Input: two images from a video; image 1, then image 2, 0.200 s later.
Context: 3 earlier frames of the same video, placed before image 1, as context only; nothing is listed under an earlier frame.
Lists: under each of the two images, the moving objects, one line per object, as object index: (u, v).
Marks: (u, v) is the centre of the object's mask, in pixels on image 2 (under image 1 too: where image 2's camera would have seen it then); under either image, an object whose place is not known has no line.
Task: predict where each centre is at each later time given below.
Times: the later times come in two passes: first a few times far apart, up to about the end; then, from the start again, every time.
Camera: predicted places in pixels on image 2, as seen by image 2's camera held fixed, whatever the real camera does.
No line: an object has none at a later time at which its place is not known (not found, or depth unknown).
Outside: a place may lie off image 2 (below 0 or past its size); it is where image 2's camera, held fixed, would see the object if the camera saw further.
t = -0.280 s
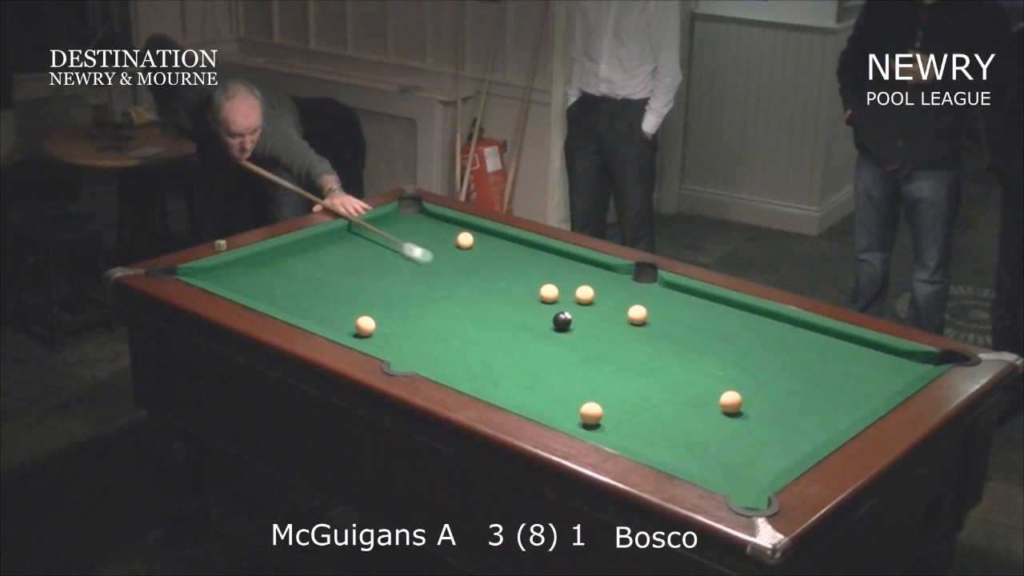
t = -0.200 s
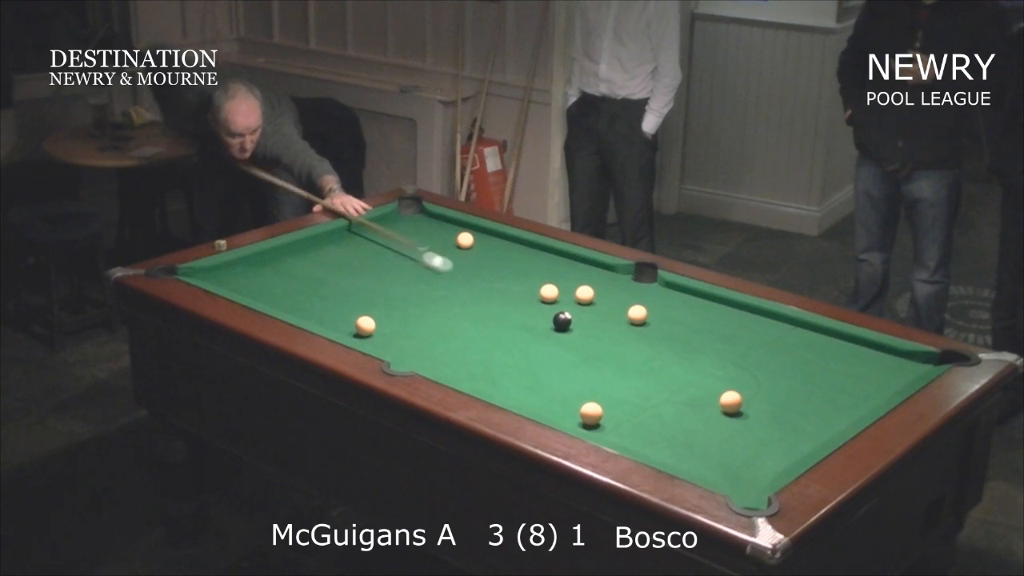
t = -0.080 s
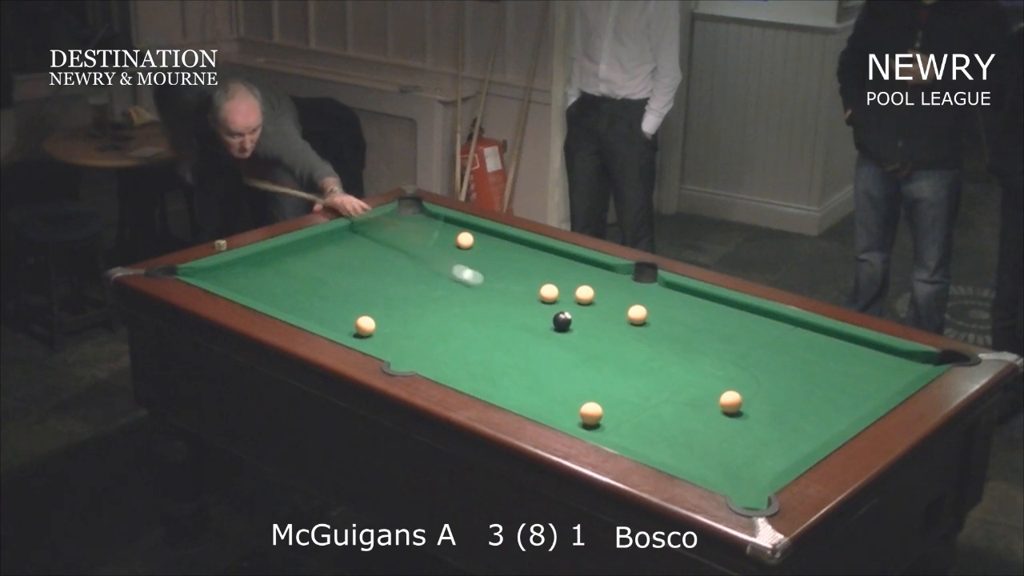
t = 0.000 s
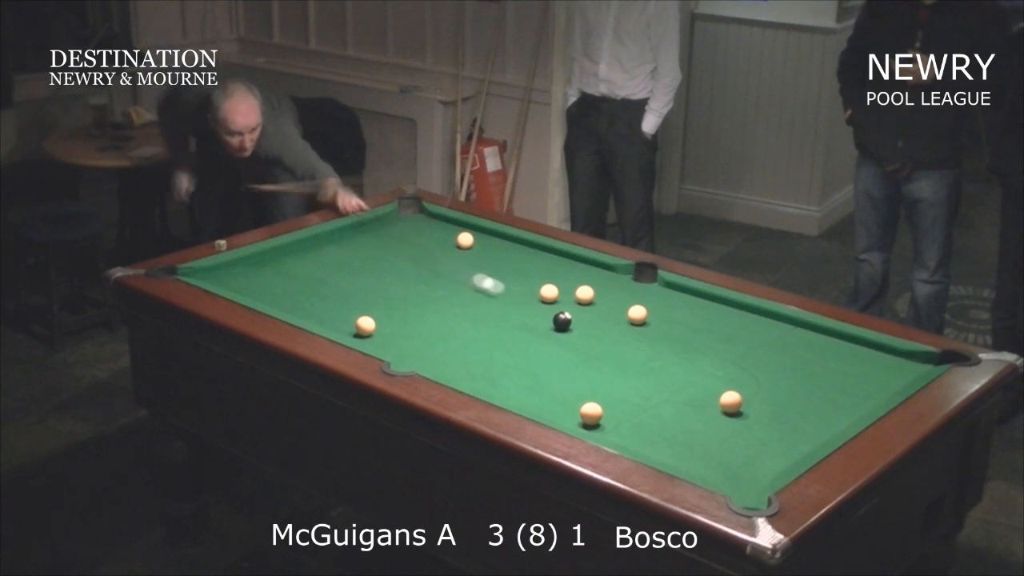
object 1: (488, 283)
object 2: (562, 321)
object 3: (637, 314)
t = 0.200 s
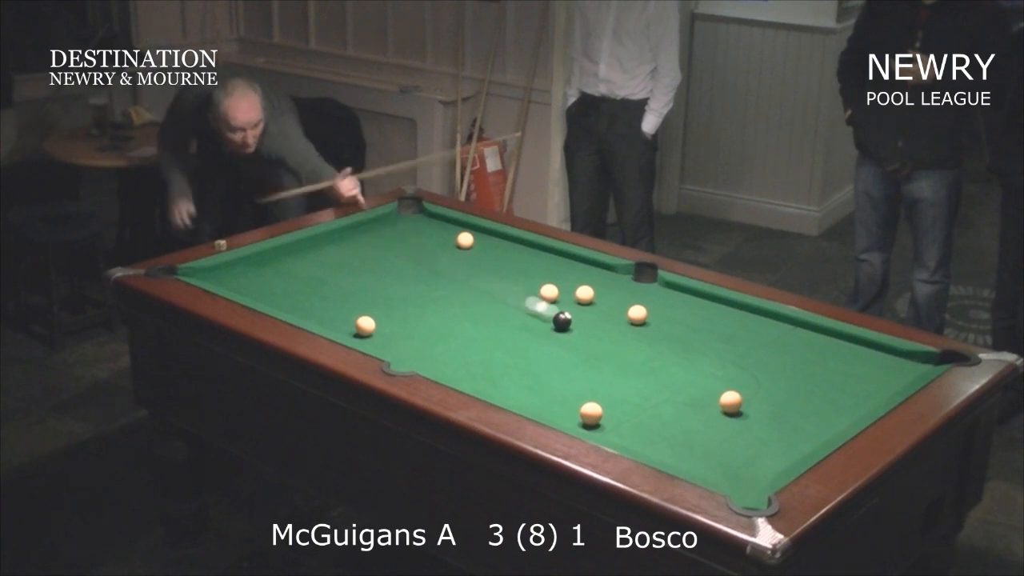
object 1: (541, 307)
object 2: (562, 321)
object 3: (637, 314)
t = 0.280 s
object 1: (555, 312)
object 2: (566, 327)
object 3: (637, 314)
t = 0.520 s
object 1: (589, 314)
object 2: (590, 346)
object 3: (637, 314)
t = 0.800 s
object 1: (620, 317)
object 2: (617, 369)
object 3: (639, 314)
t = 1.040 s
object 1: (625, 319)
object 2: (641, 389)
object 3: (651, 313)
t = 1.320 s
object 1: (628, 321)
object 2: (667, 413)
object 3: (661, 313)
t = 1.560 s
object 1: (629, 322)
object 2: (690, 434)
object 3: (667, 312)
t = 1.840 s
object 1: (629, 322)
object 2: (716, 457)
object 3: (670, 312)
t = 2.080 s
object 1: (629, 322)
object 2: (737, 476)
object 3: (670, 311)
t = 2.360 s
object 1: (629, 322)
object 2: (749, 495)
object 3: (670, 312)
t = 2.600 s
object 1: (629, 322)
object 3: (670, 311)
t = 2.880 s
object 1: (629, 322)
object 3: (670, 312)
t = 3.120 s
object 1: (629, 322)
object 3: (670, 311)
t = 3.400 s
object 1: (629, 322)
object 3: (670, 311)
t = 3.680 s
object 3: (670, 312)
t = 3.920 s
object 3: (670, 311)
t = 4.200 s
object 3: (670, 311)
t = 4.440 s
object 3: (670, 311)
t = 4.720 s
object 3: (670, 311)
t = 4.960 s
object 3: (670, 312)
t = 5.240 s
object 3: (670, 311)
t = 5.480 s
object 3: (670, 311)
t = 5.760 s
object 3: (670, 311)
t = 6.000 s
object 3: (670, 311)
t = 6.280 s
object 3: (670, 311)
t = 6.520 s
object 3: (670, 311)
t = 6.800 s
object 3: (670, 311)
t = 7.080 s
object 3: (670, 311)
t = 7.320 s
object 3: (670, 311)
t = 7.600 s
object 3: (670, 311)
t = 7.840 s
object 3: (670, 311)
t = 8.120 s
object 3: (670, 311)
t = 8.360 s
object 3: (670, 311)
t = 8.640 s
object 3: (670, 311)
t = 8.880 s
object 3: (670, 311)
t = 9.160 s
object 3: (670, 311)
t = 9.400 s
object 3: (670, 311)
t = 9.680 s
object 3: (670, 311)
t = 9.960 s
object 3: (670, 311)
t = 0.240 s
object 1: (552, 311)
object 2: (562, 321)
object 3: (637, 314)
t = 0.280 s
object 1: (555, 312)
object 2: (566, 327)
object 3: (637, 314)
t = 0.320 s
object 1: (562, 313)
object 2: (570, 328)
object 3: (637, 314)
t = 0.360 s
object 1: (568, 313)
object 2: (574, 332)
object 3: (637, 314)
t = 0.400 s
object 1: (572, 313)
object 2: (578, 335)
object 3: (637, 314)
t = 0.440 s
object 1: (578, 314)
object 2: (582, 338)
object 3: (637, 314)
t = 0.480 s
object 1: (584, 314)
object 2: (586, 342)
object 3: (637, 314)
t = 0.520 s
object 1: (589, 314)
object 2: (590, 346)
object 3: (637, 314)
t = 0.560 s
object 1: (594, 315)
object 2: (595, 349)
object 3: (637, 314)
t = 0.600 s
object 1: (599, 315)
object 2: (598, 352)
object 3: (637, 314)
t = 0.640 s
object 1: (604, 315)
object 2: (602, 355)
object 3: (637, 314)
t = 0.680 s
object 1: (609, 316)
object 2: (606, 358)
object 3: (637, 314)
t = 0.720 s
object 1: (614, 316)
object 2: (610, 361)
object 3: (637, 314)
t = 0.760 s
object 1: (617, 316)
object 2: (613, 365)
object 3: (637, 314)
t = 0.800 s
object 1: (620, 317)
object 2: (617, 369)
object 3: (639, 314)
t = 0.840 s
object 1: (621, 317)
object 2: (622, 372)
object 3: (641, 314)
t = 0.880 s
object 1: (622, 318)
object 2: (624, 375)
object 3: (643, 314)
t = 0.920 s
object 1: (622, 318)
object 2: (629, 379)
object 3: (646, 314)
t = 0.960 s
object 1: (623, 319)
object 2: (633, 383)
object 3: (647, 314)
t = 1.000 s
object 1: (624, 319)
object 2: (637, 385)
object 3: (649, 313)
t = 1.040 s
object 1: (625, 319)
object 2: (641, 389)
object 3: (651, 313)
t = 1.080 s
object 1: (625, 320)
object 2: (645, 393)
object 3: (653, 313)
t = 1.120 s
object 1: (626, 320)
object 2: (649, 397)
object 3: (654, 313)
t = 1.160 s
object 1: (626, 320)
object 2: (652, 400)
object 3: (656, 313)
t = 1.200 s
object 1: (627, 321)
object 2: (656, 403)
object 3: (657, 313)
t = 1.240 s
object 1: (627, 321)
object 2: (660, 406)
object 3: (659, 313)
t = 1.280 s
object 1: (628, 321)
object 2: (664, 410)
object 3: (660, 313)
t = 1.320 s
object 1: (628, 321)
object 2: (667, 413)
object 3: (661, 313)
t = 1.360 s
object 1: (628, 321)
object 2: (671, 416)
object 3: (662, 312)
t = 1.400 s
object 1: (628, 322)
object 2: (675, 420)
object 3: (663, 312)
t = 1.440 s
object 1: (629, 322)
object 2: (679, 424)
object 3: (664, 312)
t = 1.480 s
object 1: (629, 322)
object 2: (683, 427)
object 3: (665, 312)
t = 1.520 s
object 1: (629, 322)
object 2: (687, 430)
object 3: (666, 312)
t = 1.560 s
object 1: (629, 322)
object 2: (690, 434)
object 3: (667, 312)
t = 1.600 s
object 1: (629, 322)
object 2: (693, 437)
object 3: (667, 312)
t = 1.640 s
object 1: (629, 322)
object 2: (698, 440)
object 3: (668, 312)
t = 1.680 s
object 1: (629, 322)
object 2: (701, 442)
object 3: (668, 312)
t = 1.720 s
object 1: (629, 322)
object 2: (705, 447)
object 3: (669, 312)
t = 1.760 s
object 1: (629, 322)
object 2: (709, 450)
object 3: (669, 312)
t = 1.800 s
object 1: (629, 322)
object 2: (713, 454)
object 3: (670, 312)
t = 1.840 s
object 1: (629, 322)
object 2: (716, 457)
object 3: (670, 312)
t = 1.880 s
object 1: (629, 322)
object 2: (719, 460)
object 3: (670, 312)
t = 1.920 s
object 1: (629, 322)
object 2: (723, 463)
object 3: (670, 311)
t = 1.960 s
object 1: (629, 322)
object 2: (727, 467)
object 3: (670, 311)
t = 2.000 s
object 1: (629, 322)
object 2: (730, 470)
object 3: (670, 311)
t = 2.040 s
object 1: (629, 322)
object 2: (733, 472)
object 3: (670, 311)
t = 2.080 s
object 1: (629, 322)
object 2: (737, 476)
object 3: (670, 311)
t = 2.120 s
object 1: (629, 322)
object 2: (740, 478)
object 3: (670, 311)
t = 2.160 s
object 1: (629, 322)
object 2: (744, 482)
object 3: (670, 312)
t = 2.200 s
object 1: (629, 322)
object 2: (748, 485)
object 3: (670, 312)
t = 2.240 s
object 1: (629, 322)
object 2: (752, 490)
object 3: (670, 311)
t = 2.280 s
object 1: (629, 322)
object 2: (753, 492)
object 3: (670, 311)
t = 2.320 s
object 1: (629, 322)
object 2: (751, 493)
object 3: (670, 311)
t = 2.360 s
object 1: (629, 322)
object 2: (749, 495)
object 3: (670, 312)
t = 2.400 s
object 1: (629, 322)
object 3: (670, 312)
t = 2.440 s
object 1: (629, 322)
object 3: (670, 312)
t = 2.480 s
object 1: (629, 322)
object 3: (670, 311)
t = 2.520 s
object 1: (629, 322)
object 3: (670, 311)
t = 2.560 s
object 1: (629, 322)
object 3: (670, 311)
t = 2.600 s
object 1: (629, 322)
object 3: (670, 311)
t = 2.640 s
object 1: (629, 322)
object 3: (670, 311)
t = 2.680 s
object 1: (629, 322)
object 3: (670, 311)
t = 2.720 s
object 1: (629, 322)
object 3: (670, 311)
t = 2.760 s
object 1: (629, 322)
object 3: (670, 311)
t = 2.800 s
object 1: (629, 322)
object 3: (670, 311)
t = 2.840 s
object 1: (629, 322)
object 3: (670, 311)
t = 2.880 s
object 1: (629, 322)
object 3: (670, 312)
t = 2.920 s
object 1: (629, 322)
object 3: (670, 311)
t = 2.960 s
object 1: (629, 322)
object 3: (670, 311)
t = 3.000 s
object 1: (629, 322)
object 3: (670, 311)
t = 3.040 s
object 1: (629, 322)
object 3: (670, 311)
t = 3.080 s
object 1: (629, 322)
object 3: (670, 311)
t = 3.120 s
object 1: (629, 322)
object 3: (670, 311)
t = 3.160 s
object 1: (629, 322)
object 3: (670, 311)
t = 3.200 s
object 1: (629, 322)
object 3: (670, 311)
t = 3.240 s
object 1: (629, 322)
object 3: (670, 311)
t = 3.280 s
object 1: (629, 322)
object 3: (670, 311)
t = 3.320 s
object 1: (629, 322)
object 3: (670, 311)
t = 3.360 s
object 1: (629, 322)
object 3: (670, 311)
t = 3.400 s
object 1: (629, 322)
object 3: (670, 311)
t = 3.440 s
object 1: (629, 322)
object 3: (670, 311)
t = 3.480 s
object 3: (670, 311)
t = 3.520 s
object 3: (670, 311)
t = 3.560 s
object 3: (670, 311)
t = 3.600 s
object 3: (670, 312)
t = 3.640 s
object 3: (670, 311)
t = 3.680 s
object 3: (670, 312)
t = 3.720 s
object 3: (670, 311)
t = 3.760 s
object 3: (670, 311)
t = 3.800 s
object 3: (670, 311)
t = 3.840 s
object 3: (670, 311)
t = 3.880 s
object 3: (670, 311)
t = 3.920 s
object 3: (670, 311)
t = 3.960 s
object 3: (670, 311)
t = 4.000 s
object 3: (670, 311)
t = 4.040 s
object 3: (670, 311)
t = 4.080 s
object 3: (670, 311)
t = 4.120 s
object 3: (670, 311)
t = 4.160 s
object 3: (670, 312)
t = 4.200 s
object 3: (670, 311)
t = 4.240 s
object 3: (670, 311)
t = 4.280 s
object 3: (670, 311)
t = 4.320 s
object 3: (670, 311)
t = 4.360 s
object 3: (670, 311)
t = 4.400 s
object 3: (670, 311)
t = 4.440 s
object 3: (670, 311)
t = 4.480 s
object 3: (670, 311)
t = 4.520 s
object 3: (670, 311)
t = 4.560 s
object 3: (670, 311)
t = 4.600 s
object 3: (670, 311)
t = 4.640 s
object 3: (670, 312)
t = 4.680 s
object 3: (670, 311)
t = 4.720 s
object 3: (670, 311)
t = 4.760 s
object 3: (670, 311)
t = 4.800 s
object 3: (670, 311)
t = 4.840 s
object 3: (670, 311)
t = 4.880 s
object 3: (670, 311)
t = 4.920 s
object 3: (670, 311)
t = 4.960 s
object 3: (670, 312)
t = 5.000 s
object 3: (670, 311)
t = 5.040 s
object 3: (670, 311)
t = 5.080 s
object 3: (670, 311)
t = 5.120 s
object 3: (670, 311)
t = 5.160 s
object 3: (670, 311)
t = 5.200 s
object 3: (670, 311)
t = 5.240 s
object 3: (670, 311)
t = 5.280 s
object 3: (670, 311)
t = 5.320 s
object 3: (670, 311)
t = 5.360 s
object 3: (670, 311)
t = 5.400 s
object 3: (670, 311)
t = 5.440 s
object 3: (670, 311)
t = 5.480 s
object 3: (670, 311)
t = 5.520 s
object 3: (670, 311)
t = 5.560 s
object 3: (670, 311)
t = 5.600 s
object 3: (670, 311)
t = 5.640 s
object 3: (670, 311)
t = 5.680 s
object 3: (670, 311)
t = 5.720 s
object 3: (670, 311)
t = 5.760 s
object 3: (670, 311)
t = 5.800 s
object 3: (670, 311)
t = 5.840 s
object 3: (670, 311)
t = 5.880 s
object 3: (670, 311)
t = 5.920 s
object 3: (670, 311)
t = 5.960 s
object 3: (670, 311)
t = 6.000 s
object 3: (670, 311)
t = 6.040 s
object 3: (670, 311)
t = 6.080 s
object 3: (670, 311)
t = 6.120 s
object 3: (670, 311)
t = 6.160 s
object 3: (670, 311)
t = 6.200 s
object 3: (670, 311)
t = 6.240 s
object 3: (670, 311)
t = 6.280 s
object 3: (670, 311)
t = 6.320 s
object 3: (670, 311)
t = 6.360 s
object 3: (670, 312)
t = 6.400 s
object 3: (670, 311)
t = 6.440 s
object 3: (670, 311)
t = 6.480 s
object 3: (670, 311)
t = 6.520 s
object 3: (670, 311)
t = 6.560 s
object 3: (670, 311)
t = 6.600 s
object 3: (670, 311)
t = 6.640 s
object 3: (670, 311)
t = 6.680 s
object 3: (670, 311)
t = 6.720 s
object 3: (670, 311)
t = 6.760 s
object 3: (670, 311)
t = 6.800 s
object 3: (670, 311)
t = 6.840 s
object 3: (670, 311)
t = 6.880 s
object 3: (670, 311)
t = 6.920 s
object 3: (670, 311)
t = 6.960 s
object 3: (670, 311)
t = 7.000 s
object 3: (670, 311)
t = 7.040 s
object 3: (670, 311)
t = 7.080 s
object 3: (670, 311)
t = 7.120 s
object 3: (670, 311)
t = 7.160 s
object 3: (670, 311)
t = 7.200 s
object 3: (670, 311)
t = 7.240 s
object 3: (670, 311)
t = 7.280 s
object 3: (670, 311)
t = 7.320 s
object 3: (670, 311)
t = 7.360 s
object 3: (670, 311)
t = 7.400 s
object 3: (670, 311)
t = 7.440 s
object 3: (670, 311)
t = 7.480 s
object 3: (670, 312)
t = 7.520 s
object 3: (670, 311)
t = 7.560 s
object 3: (670, 312)
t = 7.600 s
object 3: (670, 311)
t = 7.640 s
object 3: (670, 311)
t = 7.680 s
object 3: (670, 311)
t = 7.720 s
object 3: (670, 311)
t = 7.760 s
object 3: (670, 312)
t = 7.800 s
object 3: (670, 311)
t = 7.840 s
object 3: (670, 311)
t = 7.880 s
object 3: (670, 311)
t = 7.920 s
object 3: (670, 311)
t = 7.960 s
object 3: (670, 311)
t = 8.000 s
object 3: (670, 311)
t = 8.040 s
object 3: (670, 311)
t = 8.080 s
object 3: (670, 311)
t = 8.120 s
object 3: (670, 311)
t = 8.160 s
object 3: (670, 311)
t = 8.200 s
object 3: (670, 311)
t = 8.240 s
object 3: (670, 311)
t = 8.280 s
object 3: (670, 311)
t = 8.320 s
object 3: (670, 311)
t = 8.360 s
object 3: (670, 311)
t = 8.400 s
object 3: (670, 311)
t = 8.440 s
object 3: (670, 311)
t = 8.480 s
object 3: (670, 311)
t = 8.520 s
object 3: (670, 311)
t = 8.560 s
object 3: (670, 311)
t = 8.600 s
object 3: (670, 311)
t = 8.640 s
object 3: (670, 311)
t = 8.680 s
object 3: (670, 311)
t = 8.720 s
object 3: (670, 311)
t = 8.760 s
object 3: (670, 311)
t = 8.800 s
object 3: (670, 311)
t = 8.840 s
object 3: (670, 311)
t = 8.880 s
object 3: (670, 311)
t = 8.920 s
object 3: (670, 311)
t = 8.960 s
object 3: (670, 311)
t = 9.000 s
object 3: (670, 311)
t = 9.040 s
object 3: (670, 311)
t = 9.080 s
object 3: (670, 311)
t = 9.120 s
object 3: (670, 311)
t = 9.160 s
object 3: (670, 311)
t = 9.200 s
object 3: (670, 311)
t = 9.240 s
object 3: (670, 311)
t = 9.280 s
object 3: (670, 311)
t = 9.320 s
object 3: (670, 311)
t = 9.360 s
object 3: (670, 311)
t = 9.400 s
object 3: (670, 311)
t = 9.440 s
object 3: (670, 311)
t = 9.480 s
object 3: (670, 311)
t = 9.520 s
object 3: (670, 311)
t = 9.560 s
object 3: (670, 311)
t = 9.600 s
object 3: (670, 311)
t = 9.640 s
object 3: (670, 311)
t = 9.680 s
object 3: (670, 311)
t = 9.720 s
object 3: (670, 311)
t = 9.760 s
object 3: (670, 311)
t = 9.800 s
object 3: (670, 311)
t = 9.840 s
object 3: (670, 311)
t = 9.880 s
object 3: (670, 311)
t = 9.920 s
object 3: (670, 311)
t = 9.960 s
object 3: (670, 311)
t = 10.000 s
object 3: (670, 311)
